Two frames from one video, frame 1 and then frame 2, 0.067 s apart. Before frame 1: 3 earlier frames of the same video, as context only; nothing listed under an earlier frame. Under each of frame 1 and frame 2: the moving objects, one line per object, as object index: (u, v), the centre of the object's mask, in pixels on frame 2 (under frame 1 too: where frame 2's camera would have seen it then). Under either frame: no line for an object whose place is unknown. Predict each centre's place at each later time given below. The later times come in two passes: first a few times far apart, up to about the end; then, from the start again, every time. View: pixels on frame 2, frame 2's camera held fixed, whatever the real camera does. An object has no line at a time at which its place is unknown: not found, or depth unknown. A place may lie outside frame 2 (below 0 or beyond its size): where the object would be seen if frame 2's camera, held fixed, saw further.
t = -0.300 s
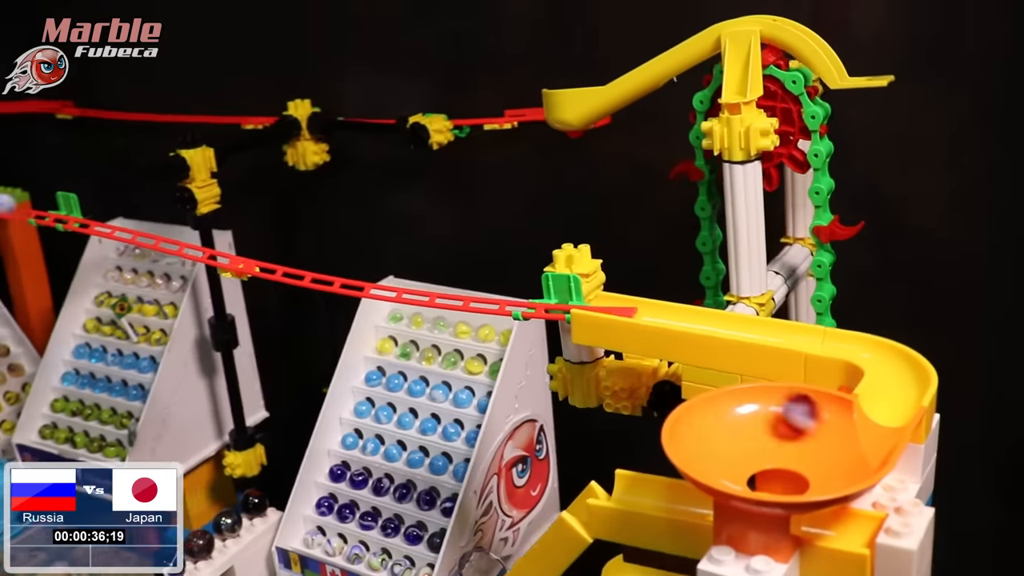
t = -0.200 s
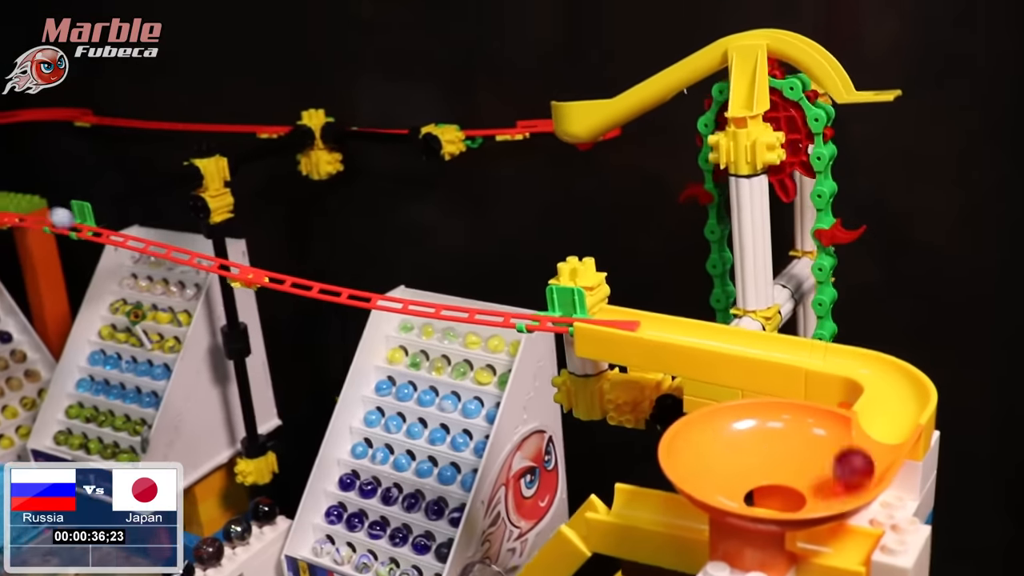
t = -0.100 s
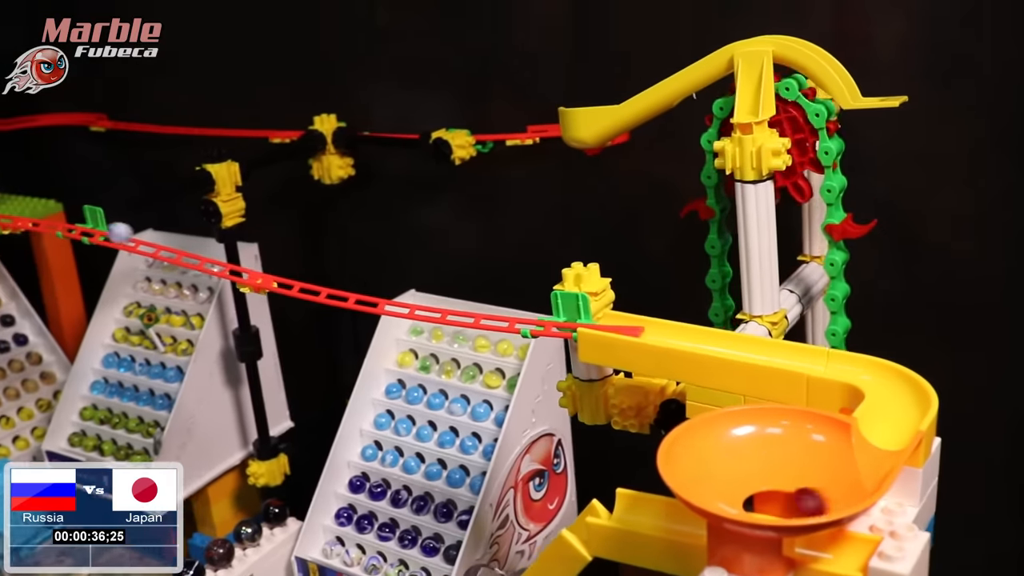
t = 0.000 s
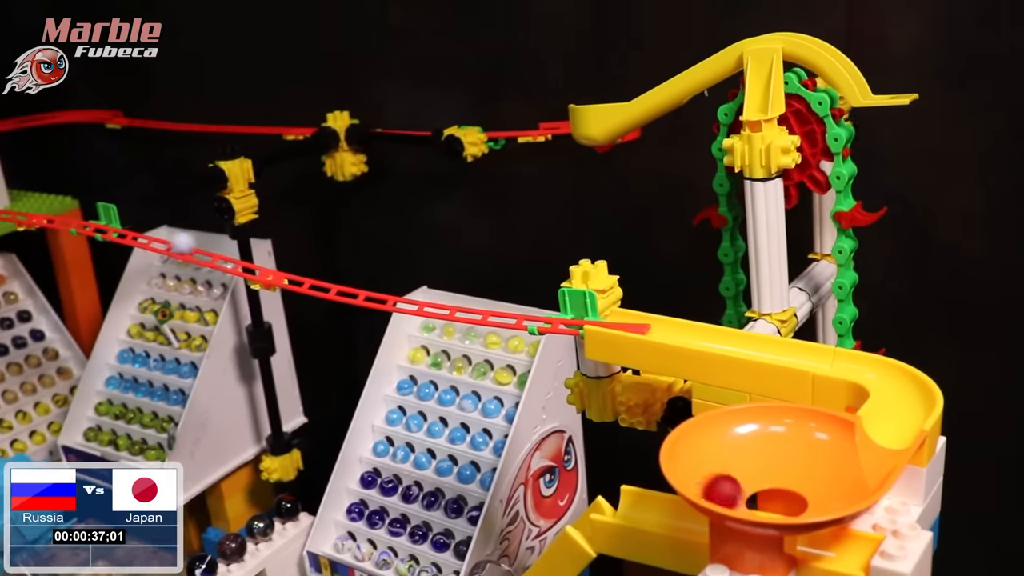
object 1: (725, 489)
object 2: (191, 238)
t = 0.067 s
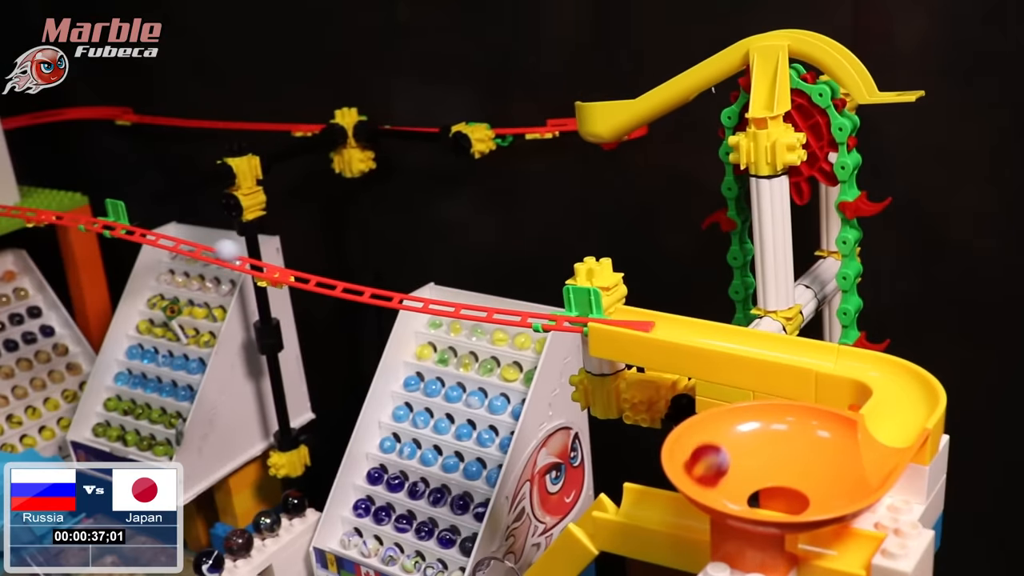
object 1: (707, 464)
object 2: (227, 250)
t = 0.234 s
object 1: (808, 439)
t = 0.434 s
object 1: (792, 501)
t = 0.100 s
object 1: (716, 450)
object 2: (248, 256)
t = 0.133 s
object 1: (733, 440)
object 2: (268, 261)
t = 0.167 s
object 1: (756, 433)
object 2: (293, 268)
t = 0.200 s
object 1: (784, 433)
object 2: (316, 273)
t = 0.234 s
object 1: (808, 439)
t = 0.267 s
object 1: (834, 444)
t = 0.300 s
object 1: (848, 460)
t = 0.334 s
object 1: (851, 476)
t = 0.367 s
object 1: (839, 489)
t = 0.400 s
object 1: (818, 496)
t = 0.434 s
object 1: (792, 501)
